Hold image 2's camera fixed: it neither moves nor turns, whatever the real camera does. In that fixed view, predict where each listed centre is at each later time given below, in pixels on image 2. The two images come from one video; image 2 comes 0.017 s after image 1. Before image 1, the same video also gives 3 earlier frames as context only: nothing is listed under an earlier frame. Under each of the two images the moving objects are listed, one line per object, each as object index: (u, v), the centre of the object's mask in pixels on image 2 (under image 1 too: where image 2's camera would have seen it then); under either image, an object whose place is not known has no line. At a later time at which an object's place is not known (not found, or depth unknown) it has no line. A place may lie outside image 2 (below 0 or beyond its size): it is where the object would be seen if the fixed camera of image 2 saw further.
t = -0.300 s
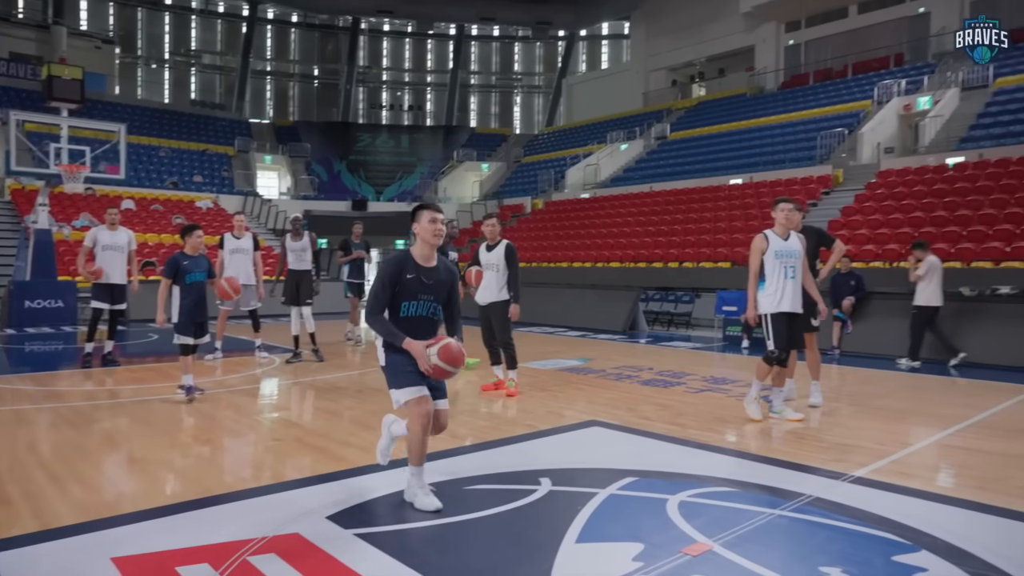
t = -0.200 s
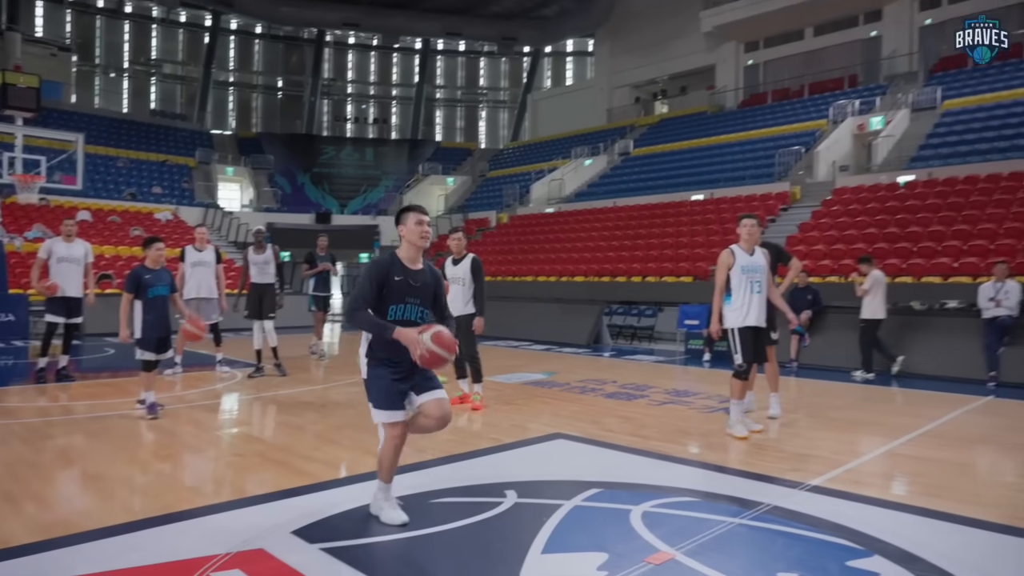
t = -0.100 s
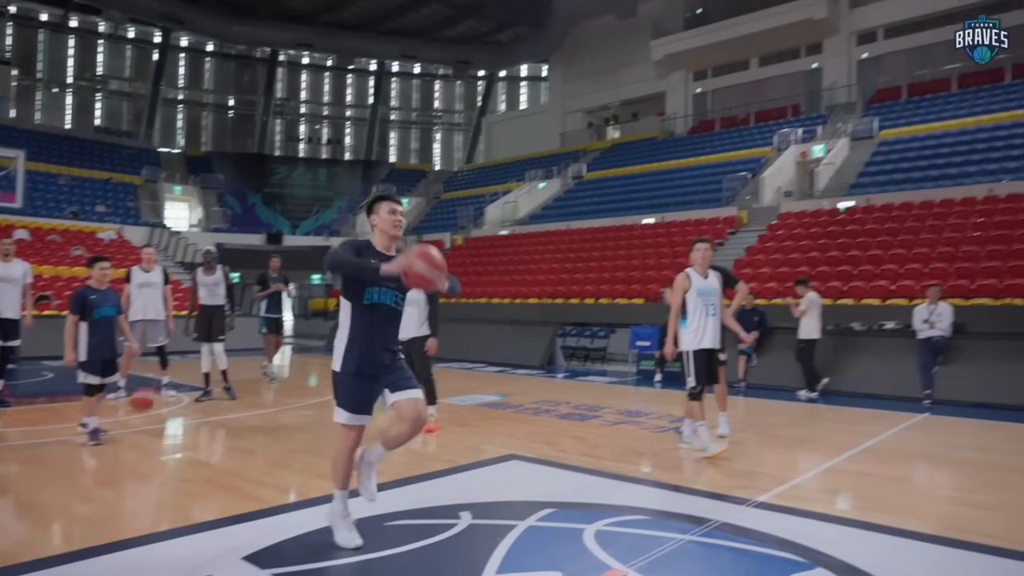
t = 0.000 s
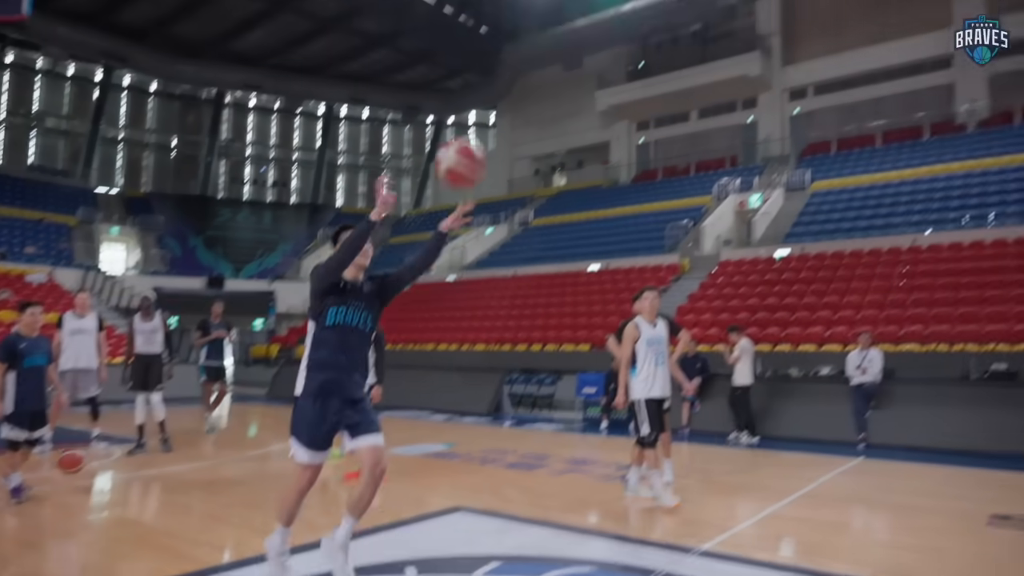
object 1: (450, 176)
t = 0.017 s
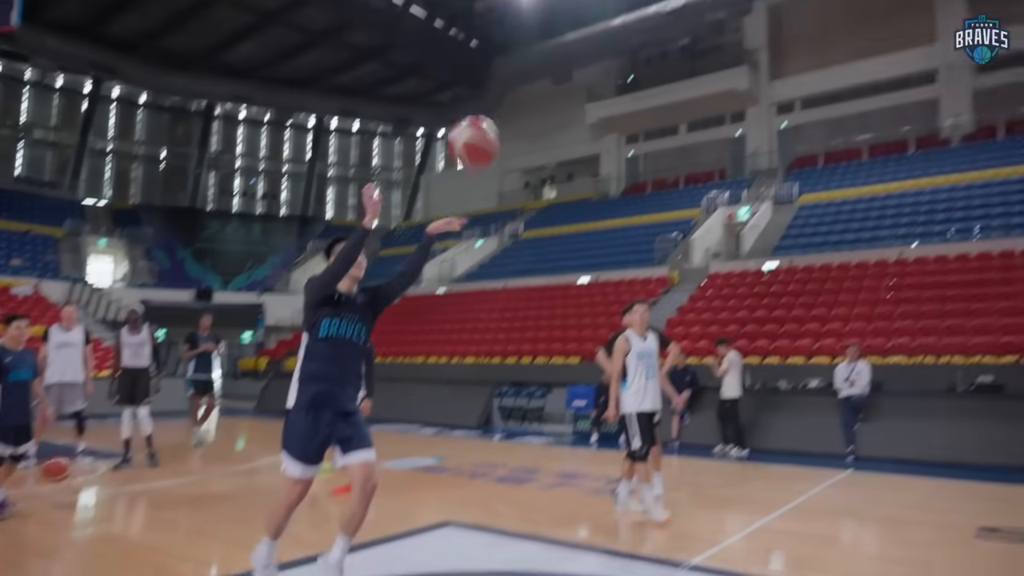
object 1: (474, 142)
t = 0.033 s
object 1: (497, 110)
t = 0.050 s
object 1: (520, 77)
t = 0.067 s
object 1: (543, 44)
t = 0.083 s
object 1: (569, 11)
